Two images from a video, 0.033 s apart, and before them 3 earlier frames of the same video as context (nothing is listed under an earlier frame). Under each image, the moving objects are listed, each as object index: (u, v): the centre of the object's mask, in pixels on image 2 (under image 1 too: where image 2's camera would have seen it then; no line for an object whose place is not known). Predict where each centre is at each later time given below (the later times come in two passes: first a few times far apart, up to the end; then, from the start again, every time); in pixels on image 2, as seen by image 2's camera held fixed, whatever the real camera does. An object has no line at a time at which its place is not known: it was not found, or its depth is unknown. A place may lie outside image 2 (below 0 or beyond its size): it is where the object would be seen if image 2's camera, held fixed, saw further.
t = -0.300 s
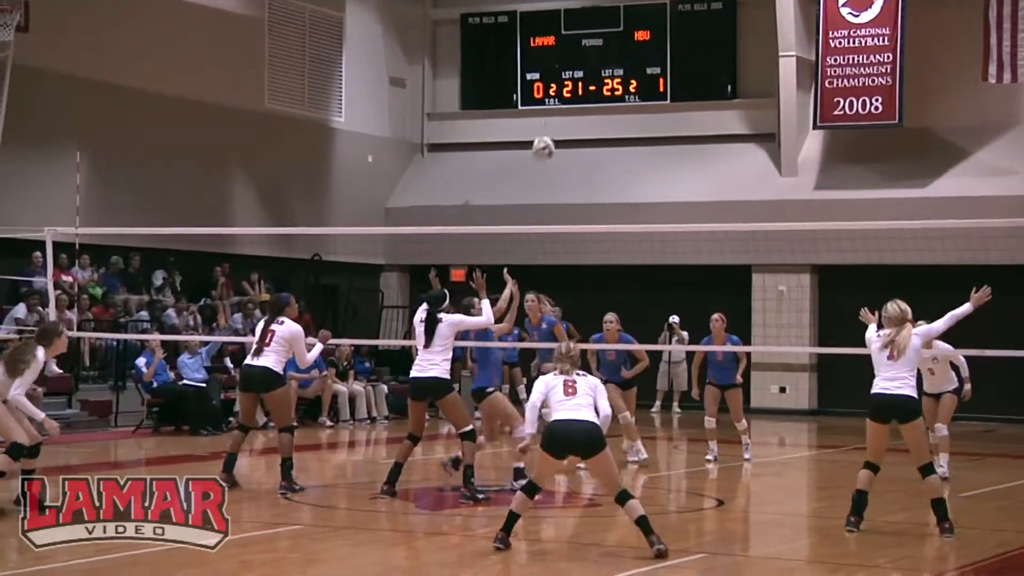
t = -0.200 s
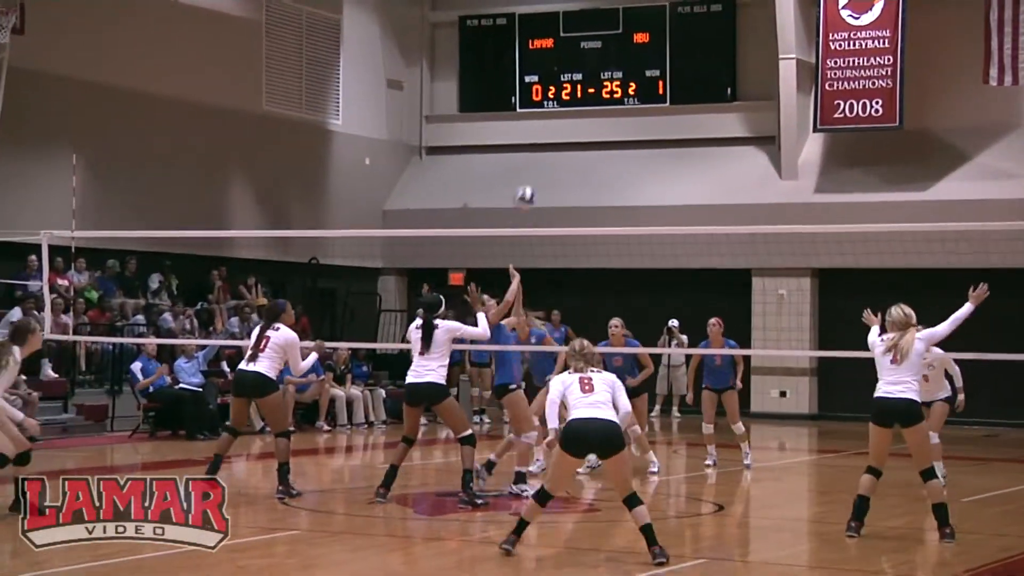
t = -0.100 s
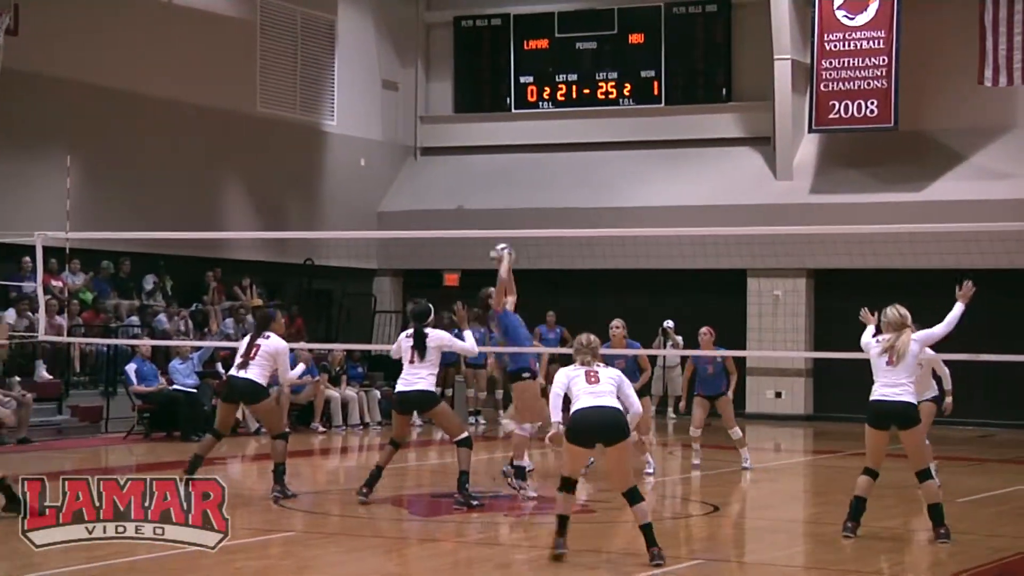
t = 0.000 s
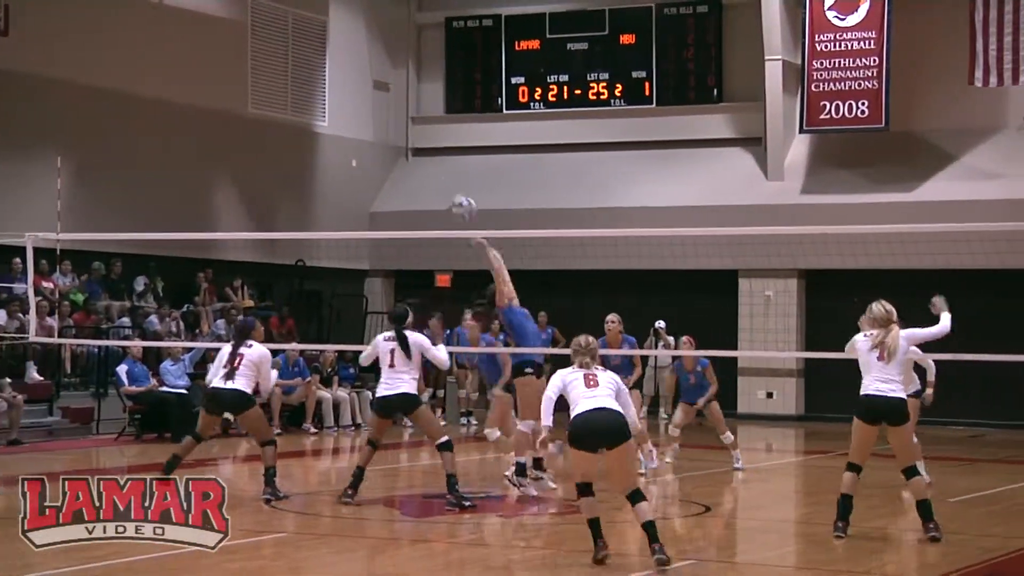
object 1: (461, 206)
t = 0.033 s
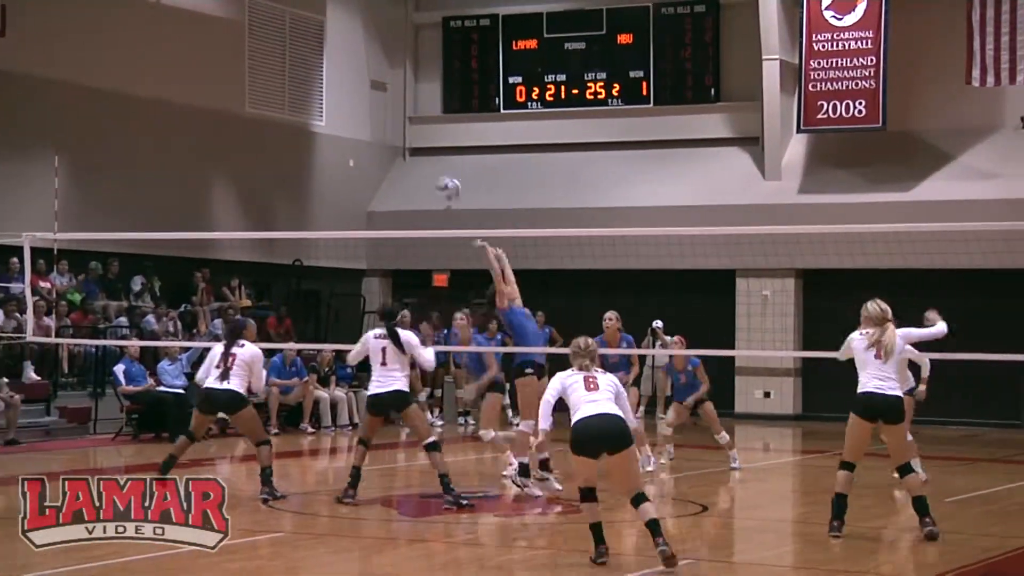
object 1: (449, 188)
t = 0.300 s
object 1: (362, 91)
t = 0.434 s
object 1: (322, 74)
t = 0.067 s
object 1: (438, 171)
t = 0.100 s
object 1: (426, 155)
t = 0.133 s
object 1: (415, 143)
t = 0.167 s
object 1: (405, 130)
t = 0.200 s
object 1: (395, 118)
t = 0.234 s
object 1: (385, 108)
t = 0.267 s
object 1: (373, 98)
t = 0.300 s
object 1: (362, 91)
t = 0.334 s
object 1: (351, 85)
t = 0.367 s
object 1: (341, 80)
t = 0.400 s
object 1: (331, 77)
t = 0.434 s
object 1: (322, 74)
